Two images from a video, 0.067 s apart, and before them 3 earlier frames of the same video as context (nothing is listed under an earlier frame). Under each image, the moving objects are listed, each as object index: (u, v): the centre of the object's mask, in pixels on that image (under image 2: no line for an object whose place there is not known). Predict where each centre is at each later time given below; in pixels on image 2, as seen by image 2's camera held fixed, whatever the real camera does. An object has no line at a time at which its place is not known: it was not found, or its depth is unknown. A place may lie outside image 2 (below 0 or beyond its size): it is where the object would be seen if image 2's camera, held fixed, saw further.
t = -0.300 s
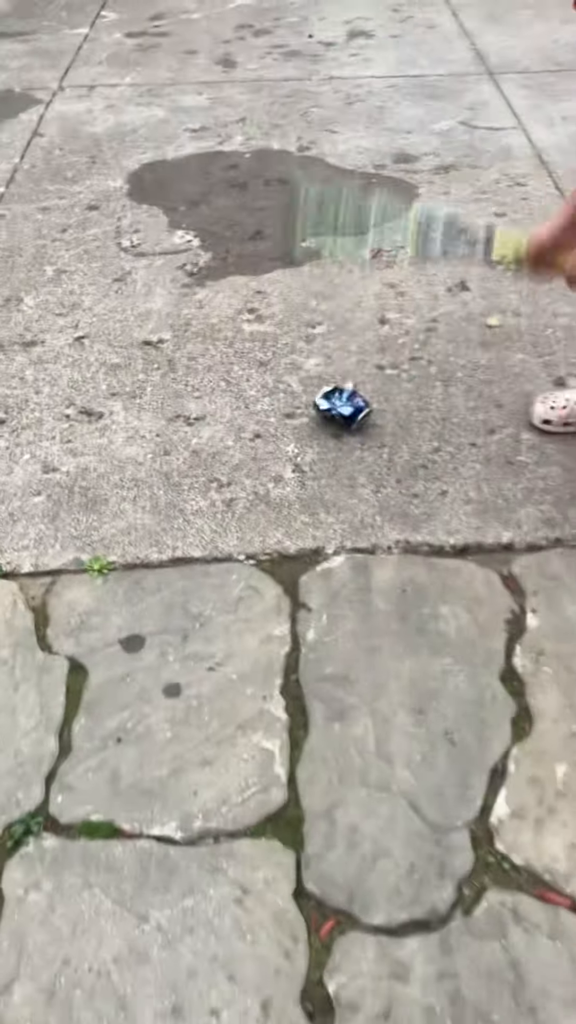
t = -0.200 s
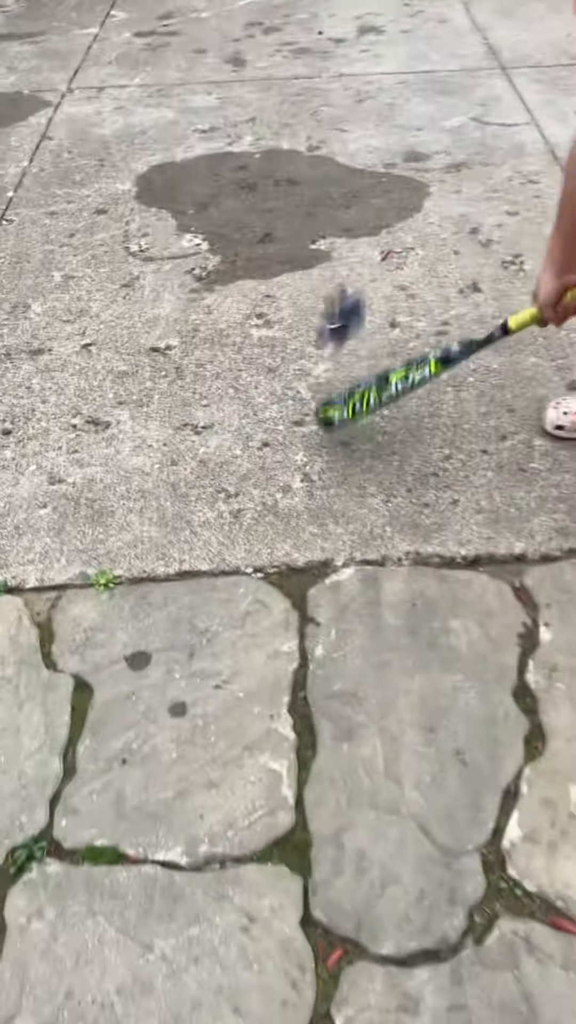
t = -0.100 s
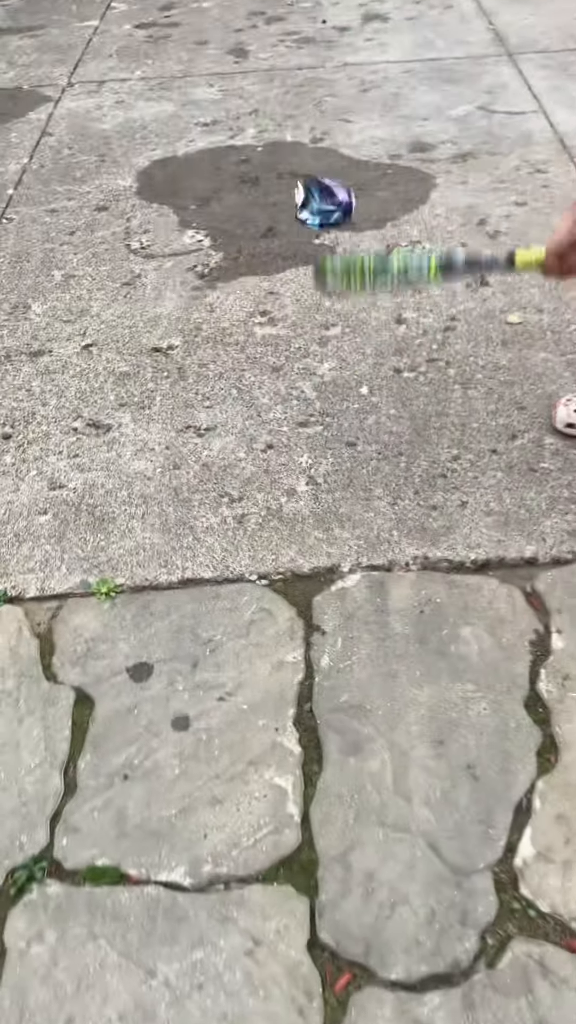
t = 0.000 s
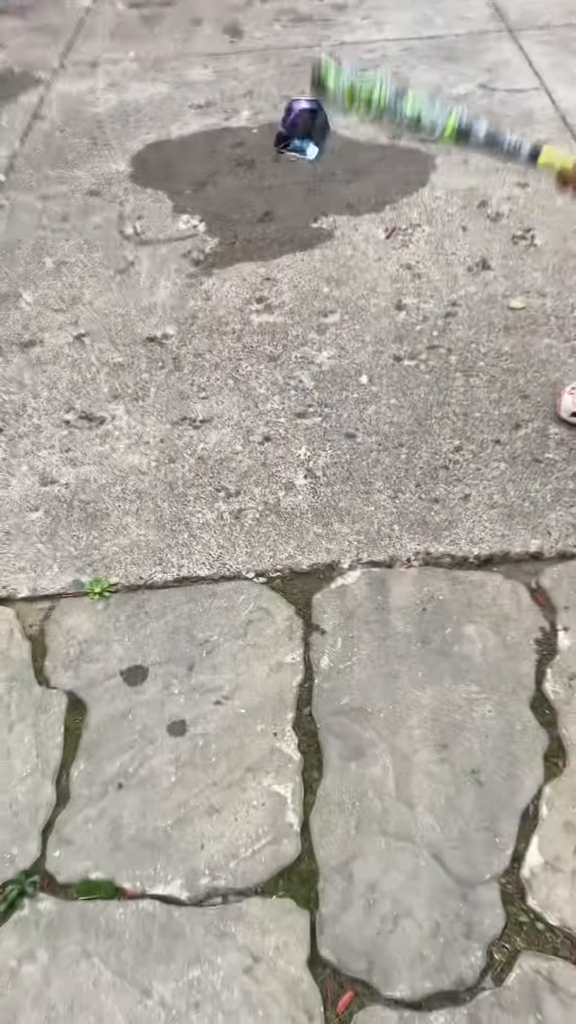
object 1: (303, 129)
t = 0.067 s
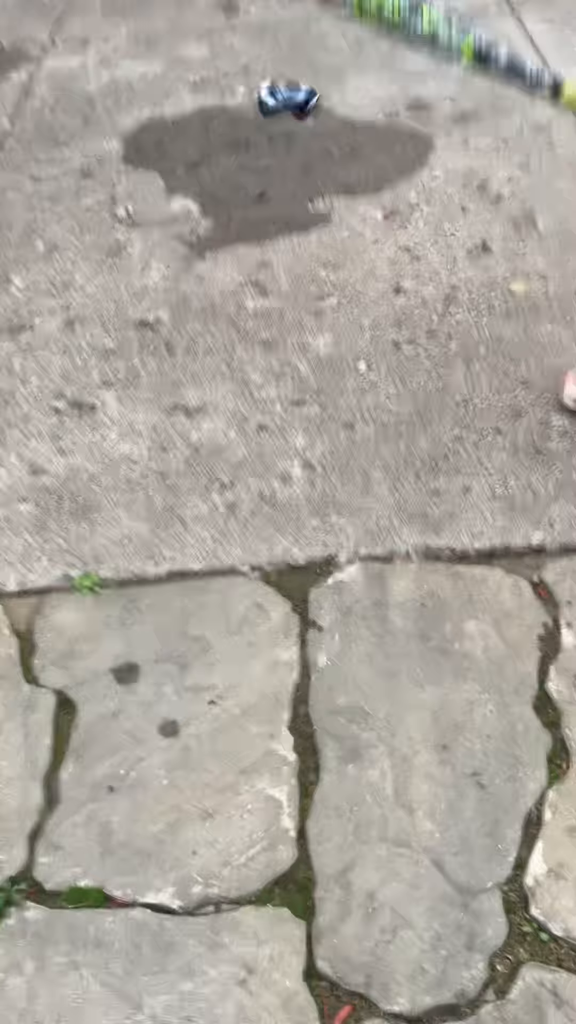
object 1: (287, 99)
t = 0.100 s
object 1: (286, 109)
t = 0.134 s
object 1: (288, 119)
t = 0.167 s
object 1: (286, 126)
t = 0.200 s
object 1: (286, 153)
